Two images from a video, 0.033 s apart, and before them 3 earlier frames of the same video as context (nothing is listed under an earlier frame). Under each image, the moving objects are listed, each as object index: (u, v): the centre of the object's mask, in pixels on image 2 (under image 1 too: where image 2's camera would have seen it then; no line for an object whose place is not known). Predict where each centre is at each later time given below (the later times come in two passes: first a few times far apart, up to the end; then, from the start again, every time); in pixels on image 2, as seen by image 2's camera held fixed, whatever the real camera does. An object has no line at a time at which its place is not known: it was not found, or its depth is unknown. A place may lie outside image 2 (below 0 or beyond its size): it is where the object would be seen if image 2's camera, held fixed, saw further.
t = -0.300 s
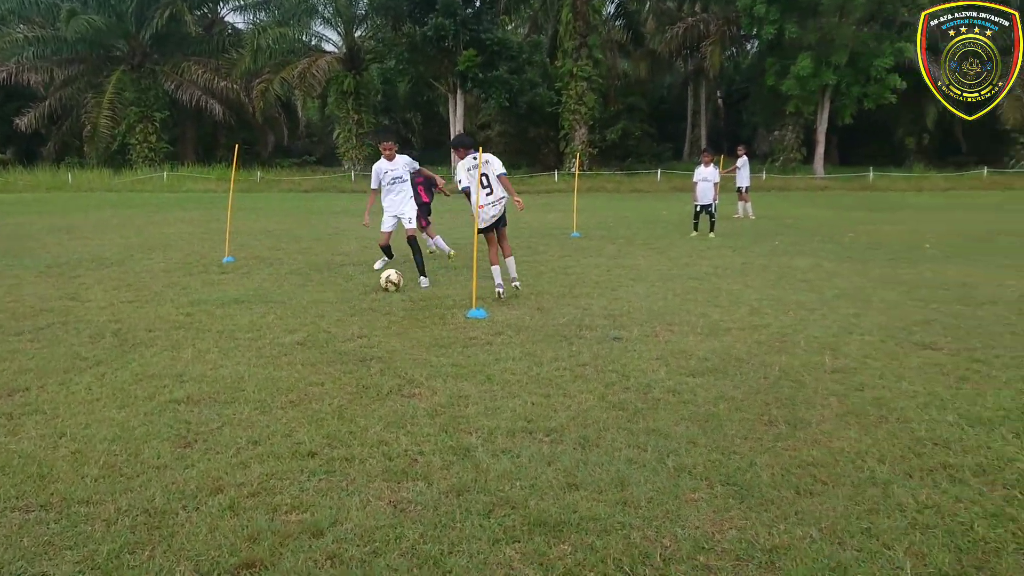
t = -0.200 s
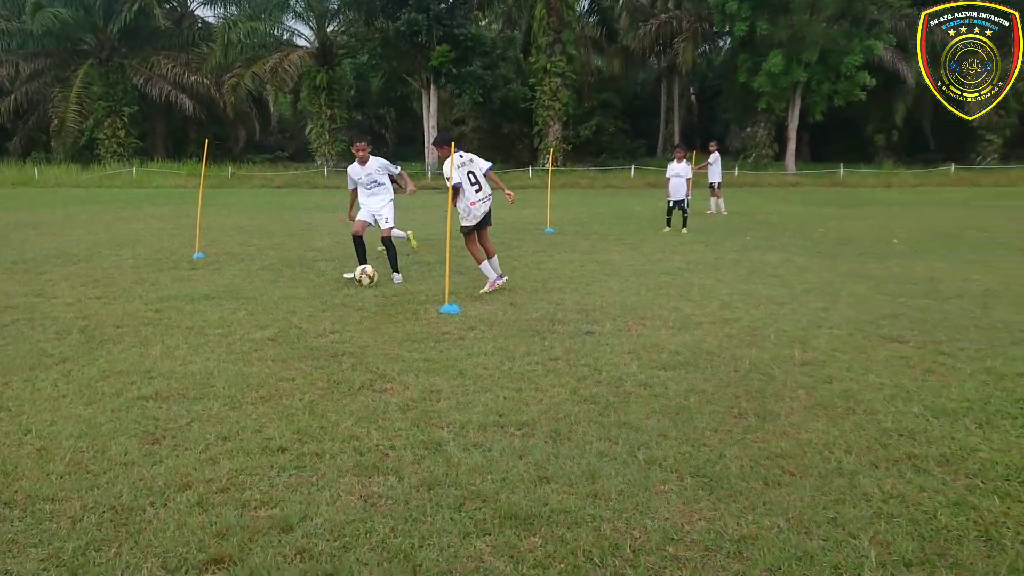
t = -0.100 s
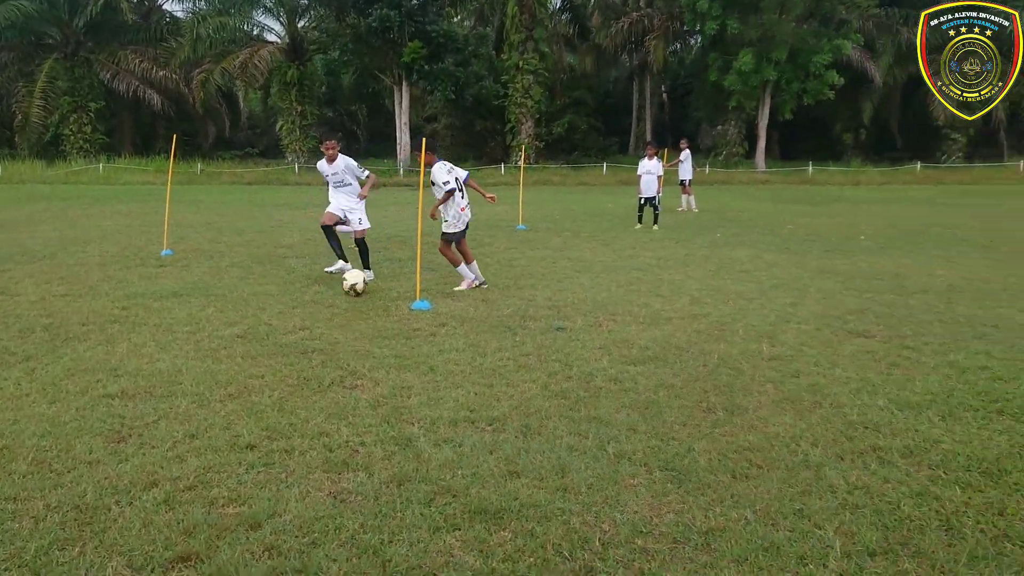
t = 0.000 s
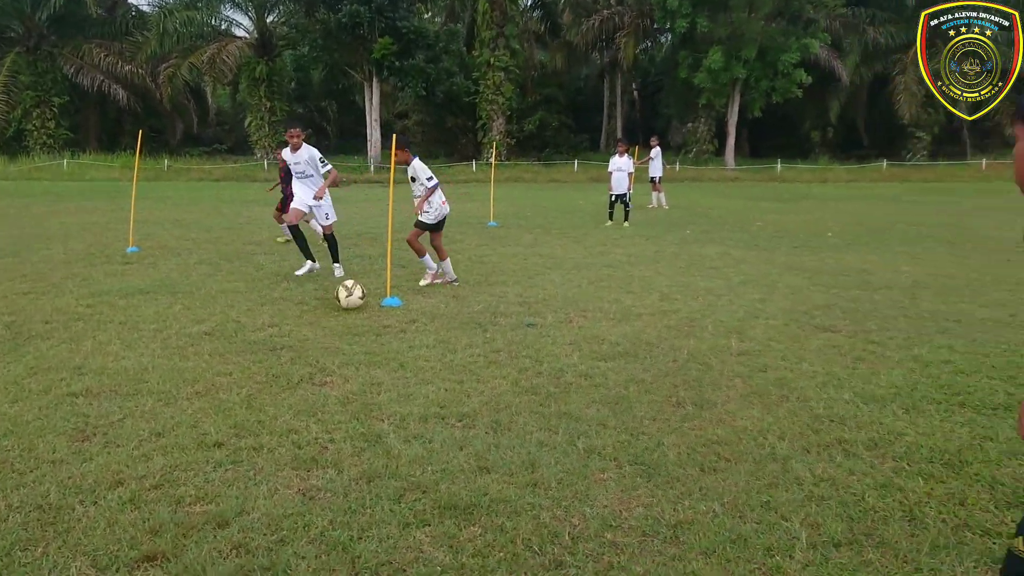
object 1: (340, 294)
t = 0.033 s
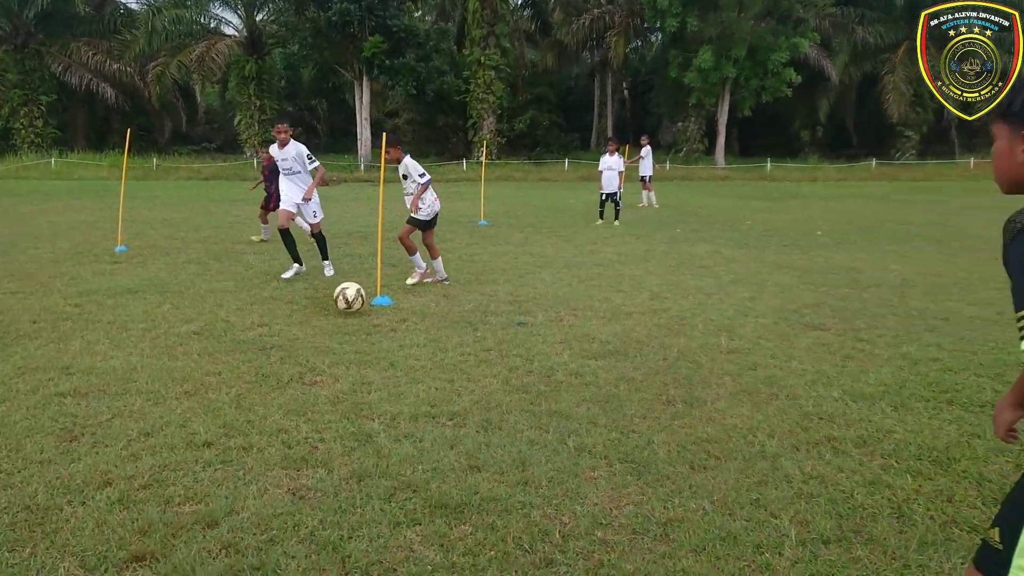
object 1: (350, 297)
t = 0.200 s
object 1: (406, 337)
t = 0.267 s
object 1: (431, 349)
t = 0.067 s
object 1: (359, 303)
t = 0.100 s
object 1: (369, 310)
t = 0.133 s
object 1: (382, 319)
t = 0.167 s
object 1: (394, 331)
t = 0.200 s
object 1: (406, 337)
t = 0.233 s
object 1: (418, 342)
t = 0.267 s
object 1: (431, 349)
